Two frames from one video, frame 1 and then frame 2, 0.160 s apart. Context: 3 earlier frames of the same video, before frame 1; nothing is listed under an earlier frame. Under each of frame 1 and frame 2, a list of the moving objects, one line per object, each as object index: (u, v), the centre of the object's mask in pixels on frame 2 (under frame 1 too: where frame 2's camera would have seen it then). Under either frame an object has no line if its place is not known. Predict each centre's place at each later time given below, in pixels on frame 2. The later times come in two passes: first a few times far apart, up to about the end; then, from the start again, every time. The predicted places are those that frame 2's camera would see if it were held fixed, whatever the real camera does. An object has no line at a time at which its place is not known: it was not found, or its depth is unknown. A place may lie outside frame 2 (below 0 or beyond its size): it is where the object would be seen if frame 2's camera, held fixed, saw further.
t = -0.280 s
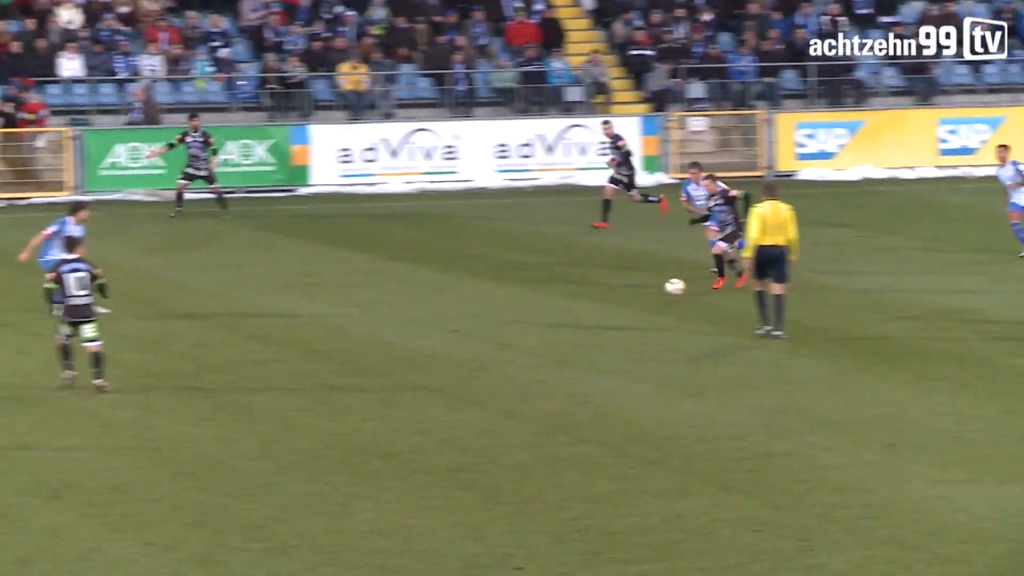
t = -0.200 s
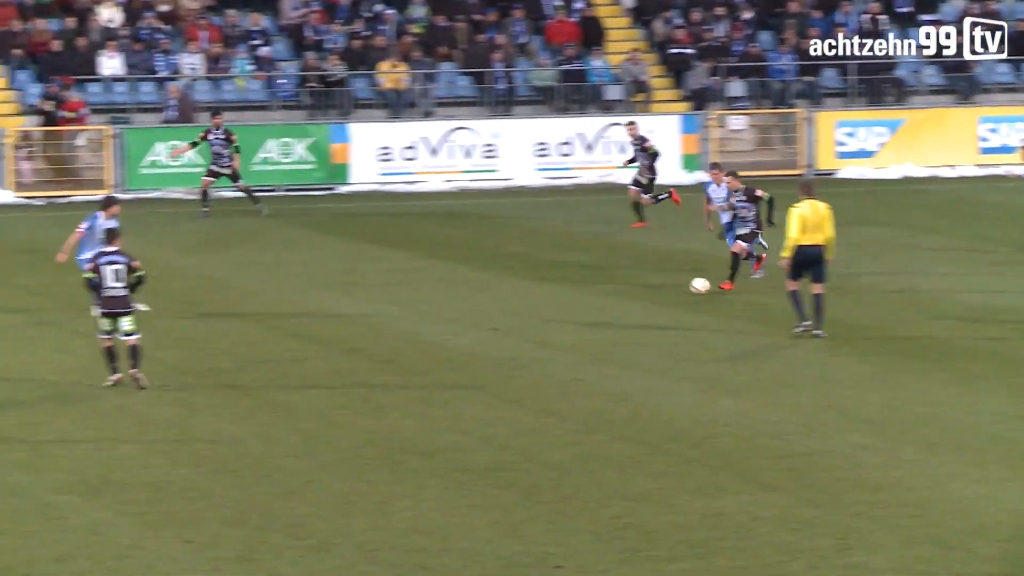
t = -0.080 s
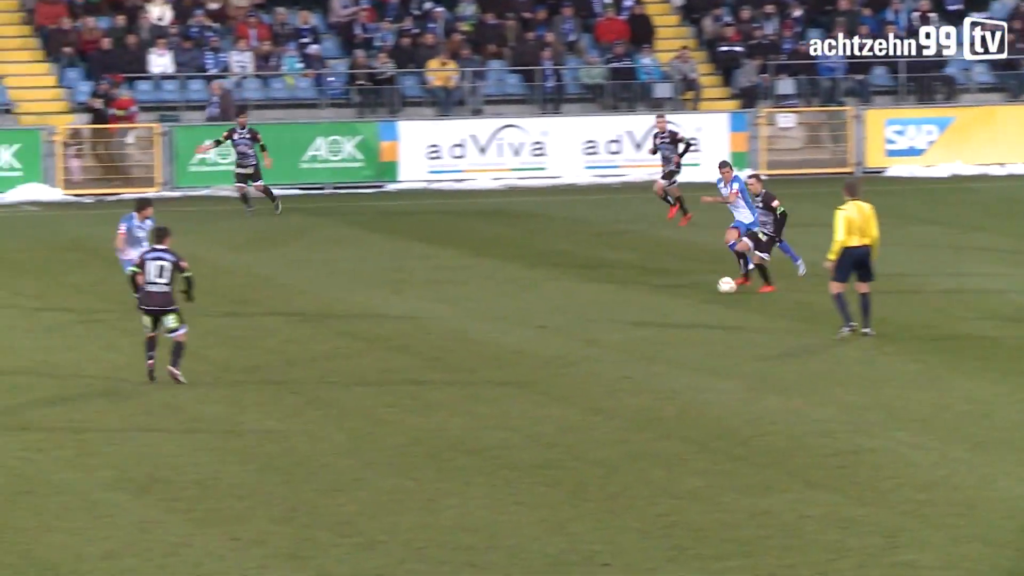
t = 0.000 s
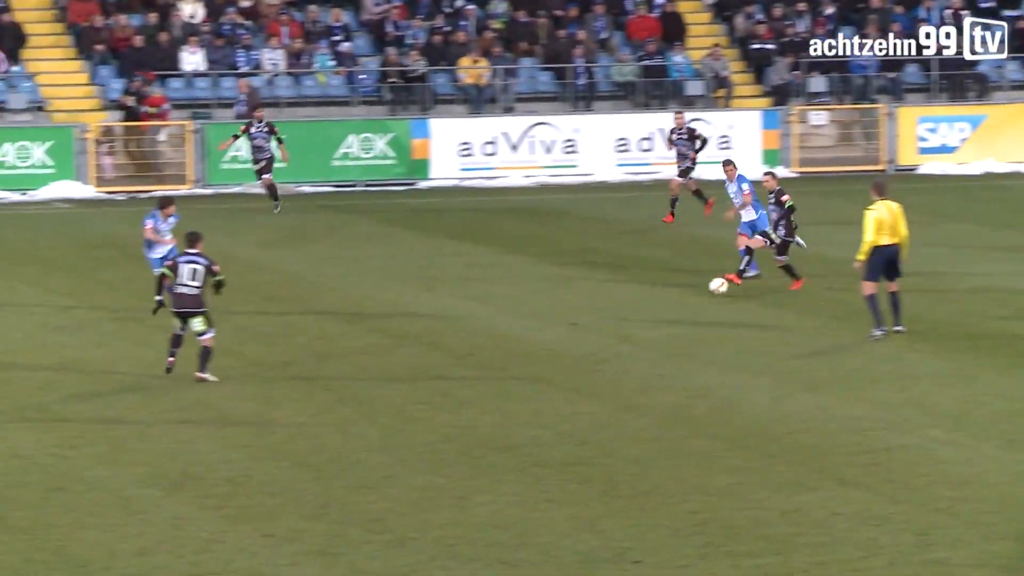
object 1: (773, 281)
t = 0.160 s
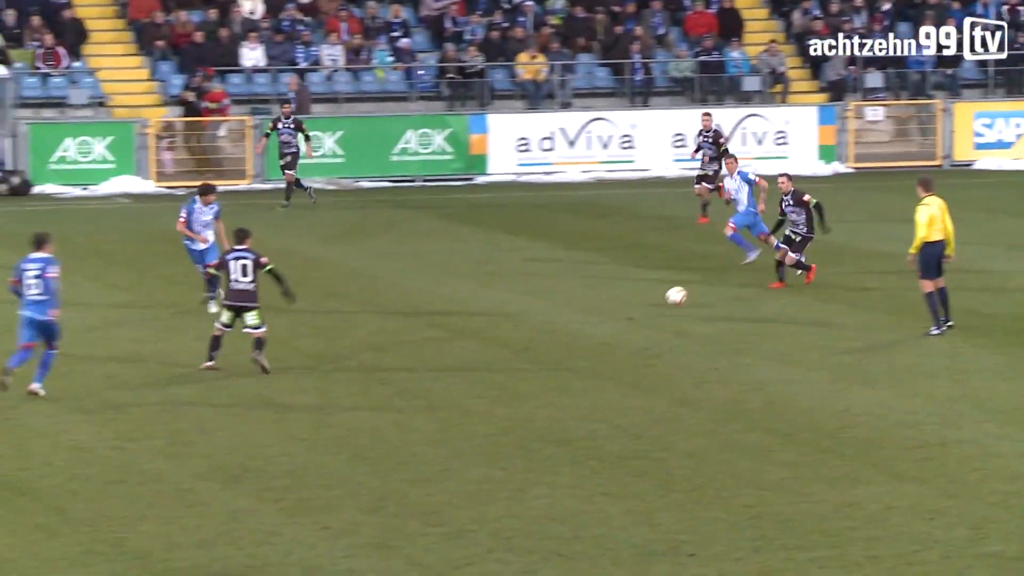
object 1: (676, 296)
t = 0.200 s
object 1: (652, 303)
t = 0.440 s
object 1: (526, 316)
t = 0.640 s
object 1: (430, 333)
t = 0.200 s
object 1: (652, 303)
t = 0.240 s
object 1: (630, 303)
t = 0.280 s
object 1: (610, 302)
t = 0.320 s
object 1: (589, 303)
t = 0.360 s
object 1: (568, 306)
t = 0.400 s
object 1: (547, 310)
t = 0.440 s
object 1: (526, 316)
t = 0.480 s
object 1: (506, 324)
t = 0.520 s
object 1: (486, 331)
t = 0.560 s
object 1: (467, 331)
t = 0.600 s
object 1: (448, 331)
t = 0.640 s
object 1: (430, 333)
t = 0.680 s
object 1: (412, 337)
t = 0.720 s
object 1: (393, 342)
